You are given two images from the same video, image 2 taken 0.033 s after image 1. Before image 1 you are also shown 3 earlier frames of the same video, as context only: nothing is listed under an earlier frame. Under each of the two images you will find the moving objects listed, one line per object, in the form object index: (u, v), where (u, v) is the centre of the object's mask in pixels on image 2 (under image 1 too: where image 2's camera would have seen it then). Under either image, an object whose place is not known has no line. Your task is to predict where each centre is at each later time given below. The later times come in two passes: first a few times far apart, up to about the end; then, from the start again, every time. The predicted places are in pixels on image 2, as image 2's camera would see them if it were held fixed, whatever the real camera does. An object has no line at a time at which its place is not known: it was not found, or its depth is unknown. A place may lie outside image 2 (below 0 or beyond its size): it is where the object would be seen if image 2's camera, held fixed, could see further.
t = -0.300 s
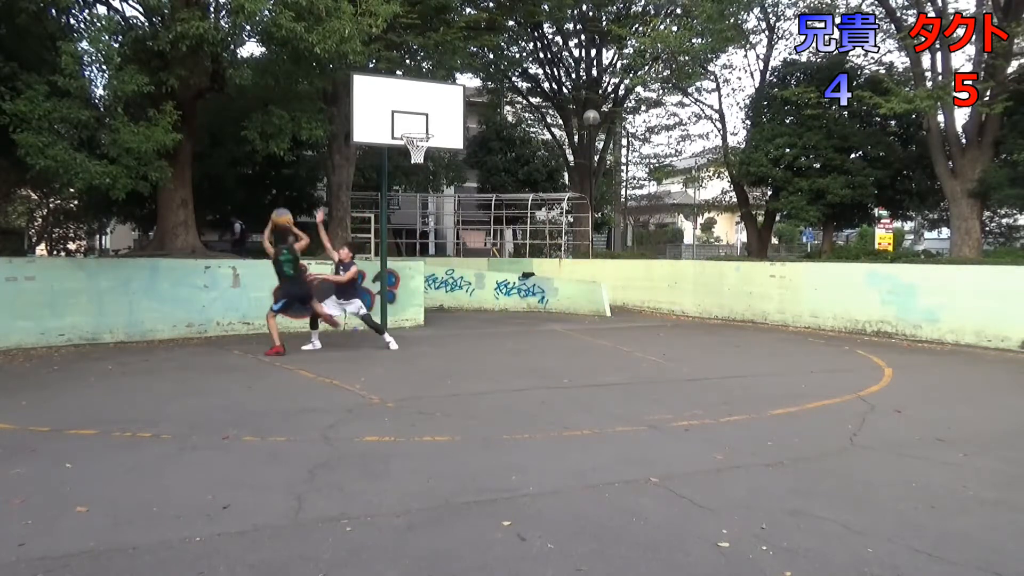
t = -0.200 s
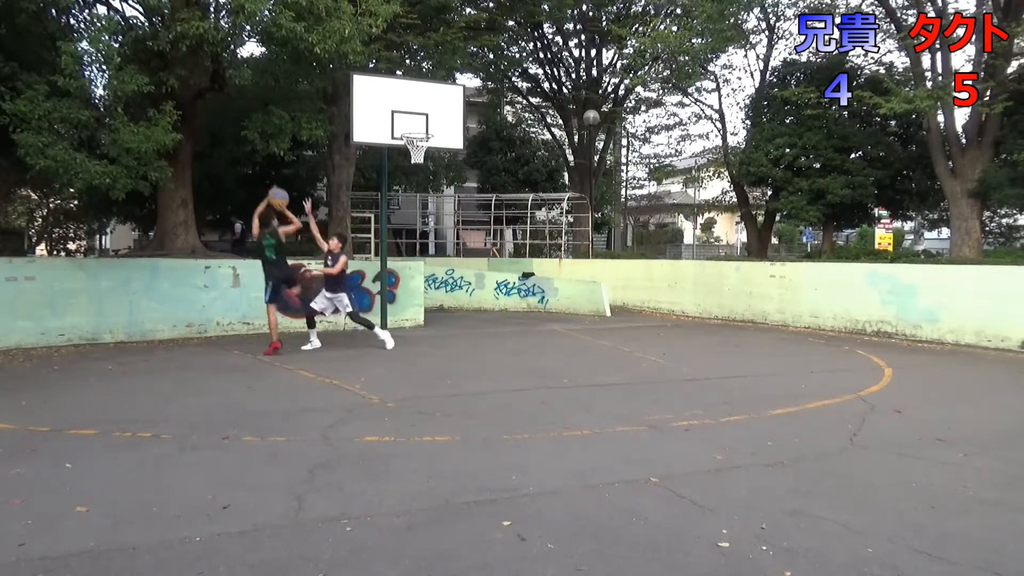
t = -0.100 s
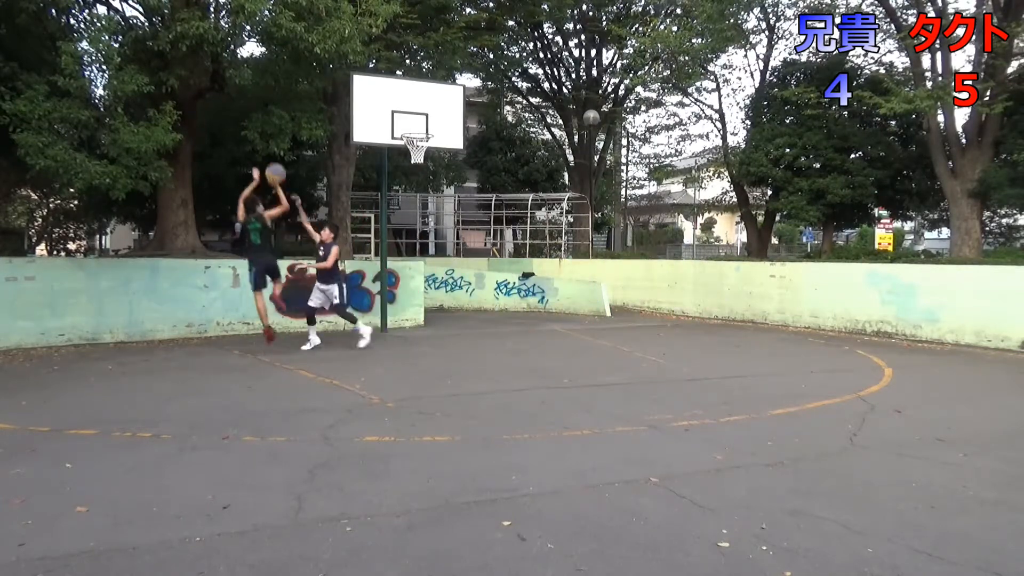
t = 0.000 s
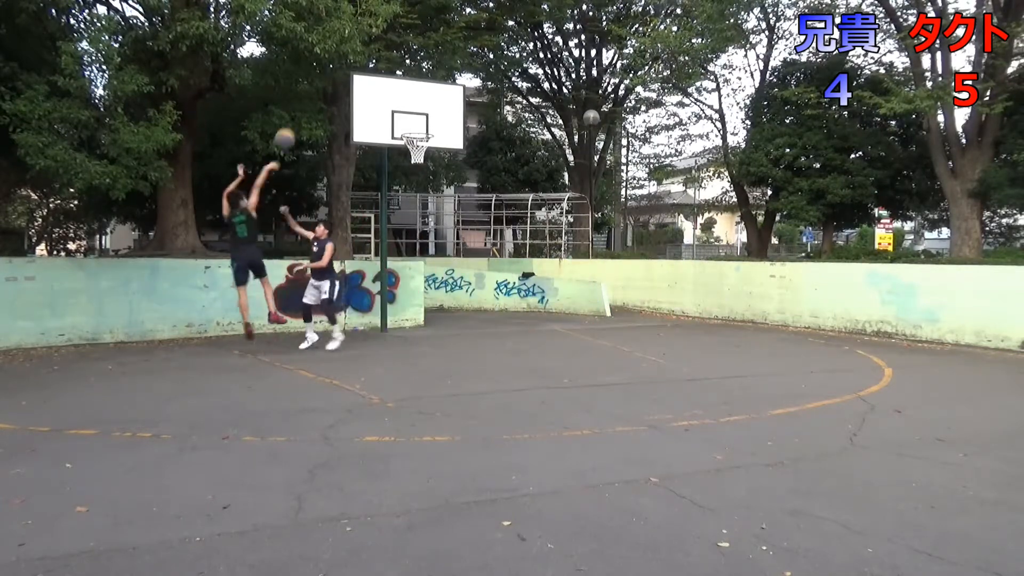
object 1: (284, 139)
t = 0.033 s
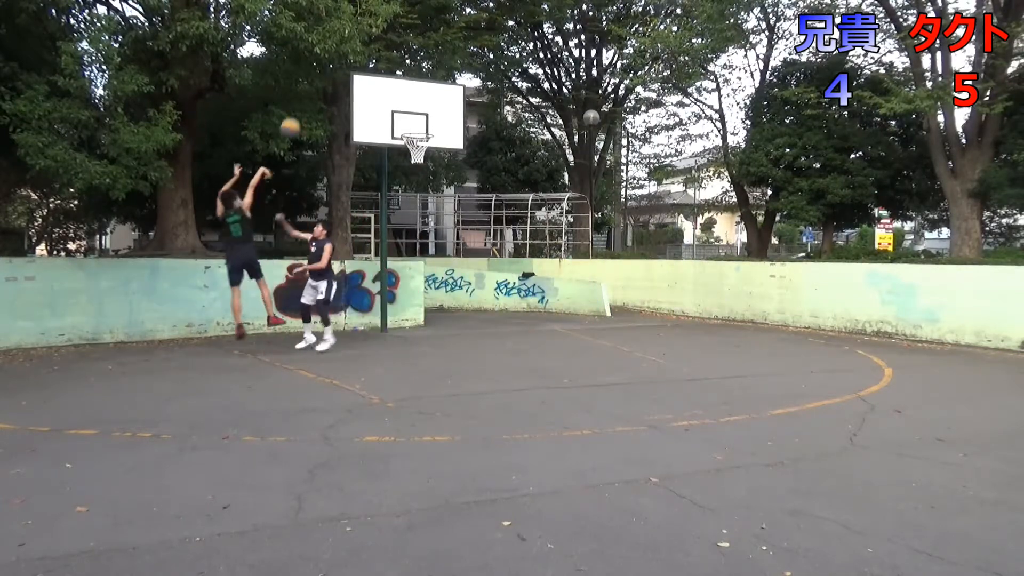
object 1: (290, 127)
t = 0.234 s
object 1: (320, 86)
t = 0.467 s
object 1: (351, 79)
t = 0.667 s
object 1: (377, 103)
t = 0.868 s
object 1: (400, 153)
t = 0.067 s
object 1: (295, 117)
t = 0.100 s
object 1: (300, 110)
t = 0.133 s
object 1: (305, 102)
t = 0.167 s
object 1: (310, 96)
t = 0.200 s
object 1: (315, 91)
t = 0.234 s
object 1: (320, 86)
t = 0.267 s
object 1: (325, 82)
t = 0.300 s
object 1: (329, 80)
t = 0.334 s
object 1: (334, 78)
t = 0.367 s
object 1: (339, 77)
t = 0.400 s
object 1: (342, 76)
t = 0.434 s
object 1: (347, 77)
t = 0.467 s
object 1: (351, 79)
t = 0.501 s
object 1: (356, 81)
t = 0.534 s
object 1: (360, 85)
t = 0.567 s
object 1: (365, 89)
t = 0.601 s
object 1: (369, 93)
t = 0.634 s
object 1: (373, 98)
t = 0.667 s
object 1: (377, 103)
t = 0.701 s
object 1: (381, 110)
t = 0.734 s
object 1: (385, 119)
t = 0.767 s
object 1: (389, 127)
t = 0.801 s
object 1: (393, 135)
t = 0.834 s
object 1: (397, 144)
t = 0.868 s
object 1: (400, 153)
